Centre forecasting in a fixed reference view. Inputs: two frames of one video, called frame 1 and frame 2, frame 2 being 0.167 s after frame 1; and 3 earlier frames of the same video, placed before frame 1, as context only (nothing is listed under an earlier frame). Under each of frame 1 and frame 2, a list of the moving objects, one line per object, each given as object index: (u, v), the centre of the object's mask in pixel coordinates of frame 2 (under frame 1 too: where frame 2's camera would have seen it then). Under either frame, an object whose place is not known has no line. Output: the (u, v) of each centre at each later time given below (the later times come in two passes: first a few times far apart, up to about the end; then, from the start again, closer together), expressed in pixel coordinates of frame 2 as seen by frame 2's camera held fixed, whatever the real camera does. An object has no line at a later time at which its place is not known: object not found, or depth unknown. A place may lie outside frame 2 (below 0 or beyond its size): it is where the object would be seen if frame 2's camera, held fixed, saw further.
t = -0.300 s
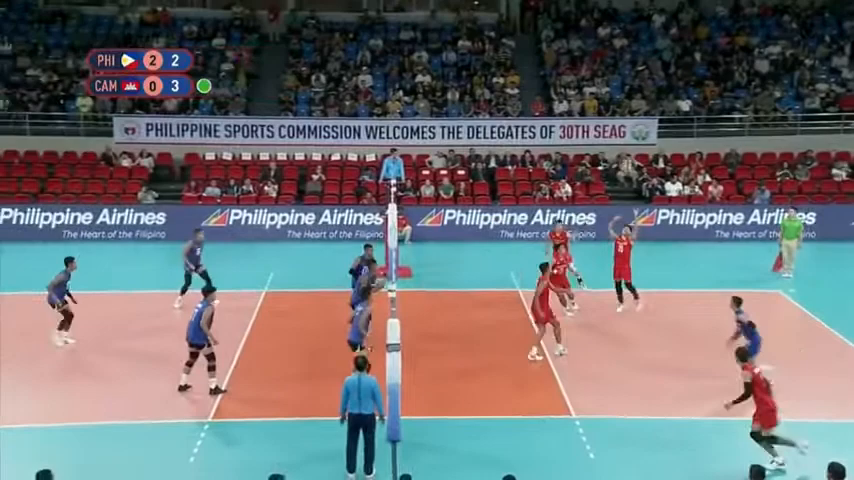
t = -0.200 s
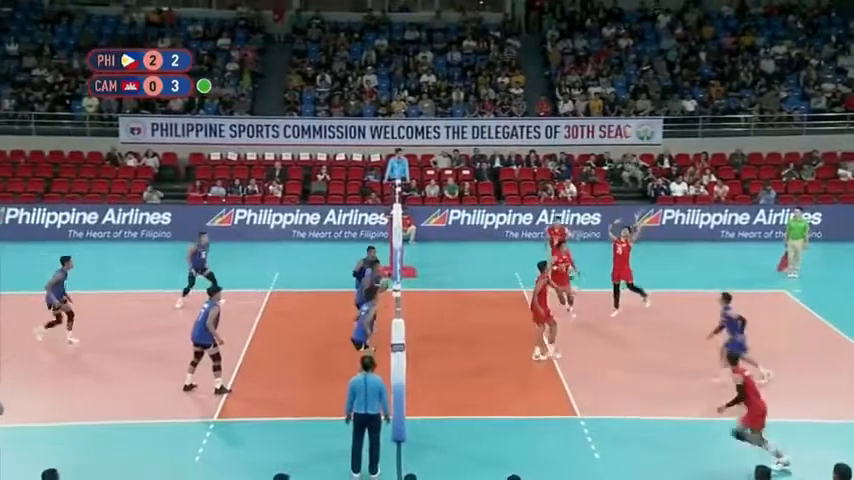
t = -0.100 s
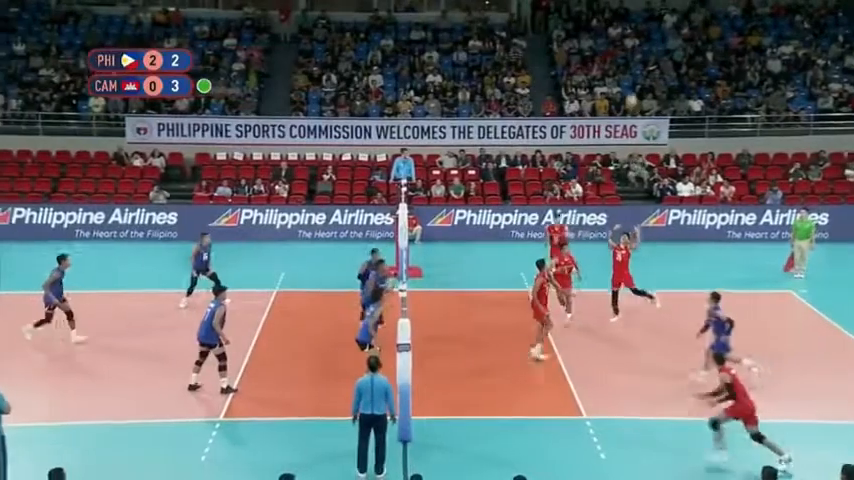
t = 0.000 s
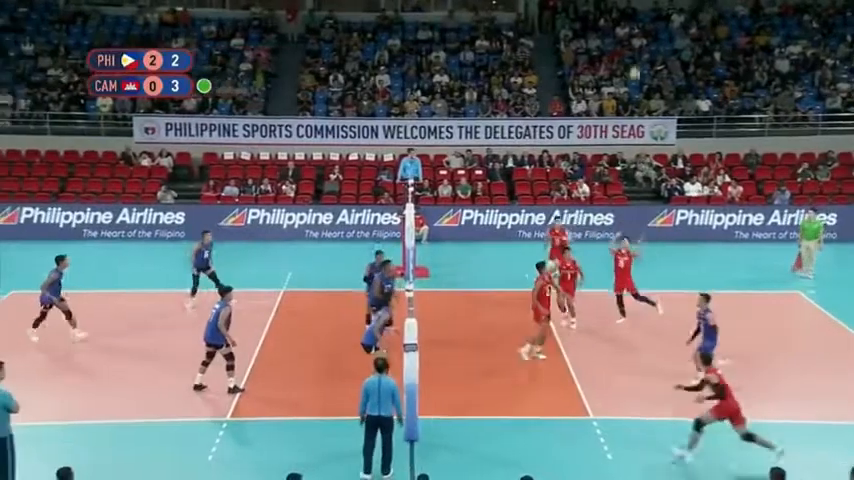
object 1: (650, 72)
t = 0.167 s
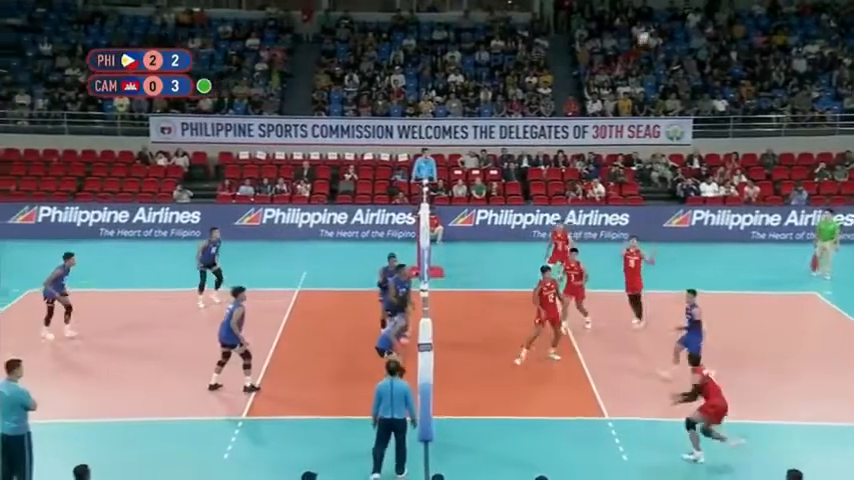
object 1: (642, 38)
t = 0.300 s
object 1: (637, 18)
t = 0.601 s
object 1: (621, 12)
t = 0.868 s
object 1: (604, 48)
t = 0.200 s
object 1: (640, 31)
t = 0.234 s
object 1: (639, 27)
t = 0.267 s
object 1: (638, 25)
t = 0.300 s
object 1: (637, 18)
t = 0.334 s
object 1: (636, 15)
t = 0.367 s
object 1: (634, 13)
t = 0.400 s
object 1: (632, 10)
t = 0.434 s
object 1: (630, 9)
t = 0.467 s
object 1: (629, 9)
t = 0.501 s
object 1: (627, 9)
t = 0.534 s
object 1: (625, 9)
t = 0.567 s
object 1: (623, 10)
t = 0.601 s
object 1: (621, 12)
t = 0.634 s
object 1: (619, 14)
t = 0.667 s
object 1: (617, 17)
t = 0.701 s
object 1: (614, 20)
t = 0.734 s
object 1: (613, 25)
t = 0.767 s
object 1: (610, 29)
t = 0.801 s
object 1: (608, 35)
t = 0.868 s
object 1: (604, 48)
